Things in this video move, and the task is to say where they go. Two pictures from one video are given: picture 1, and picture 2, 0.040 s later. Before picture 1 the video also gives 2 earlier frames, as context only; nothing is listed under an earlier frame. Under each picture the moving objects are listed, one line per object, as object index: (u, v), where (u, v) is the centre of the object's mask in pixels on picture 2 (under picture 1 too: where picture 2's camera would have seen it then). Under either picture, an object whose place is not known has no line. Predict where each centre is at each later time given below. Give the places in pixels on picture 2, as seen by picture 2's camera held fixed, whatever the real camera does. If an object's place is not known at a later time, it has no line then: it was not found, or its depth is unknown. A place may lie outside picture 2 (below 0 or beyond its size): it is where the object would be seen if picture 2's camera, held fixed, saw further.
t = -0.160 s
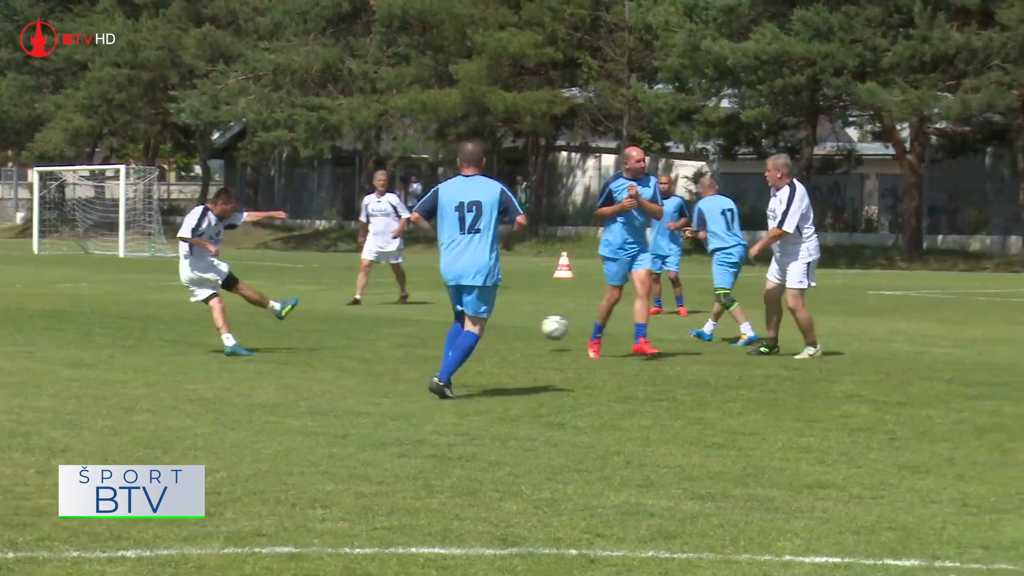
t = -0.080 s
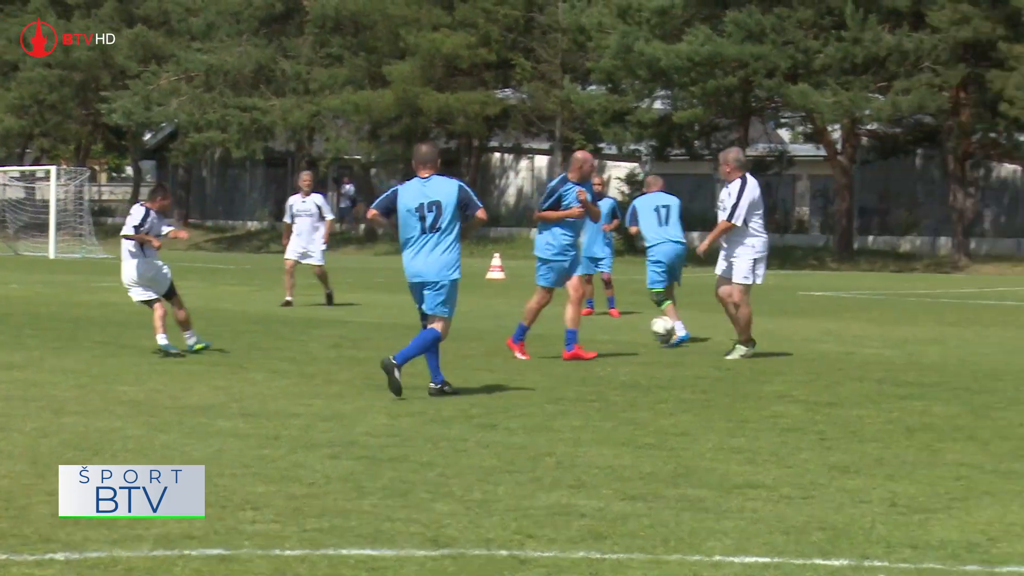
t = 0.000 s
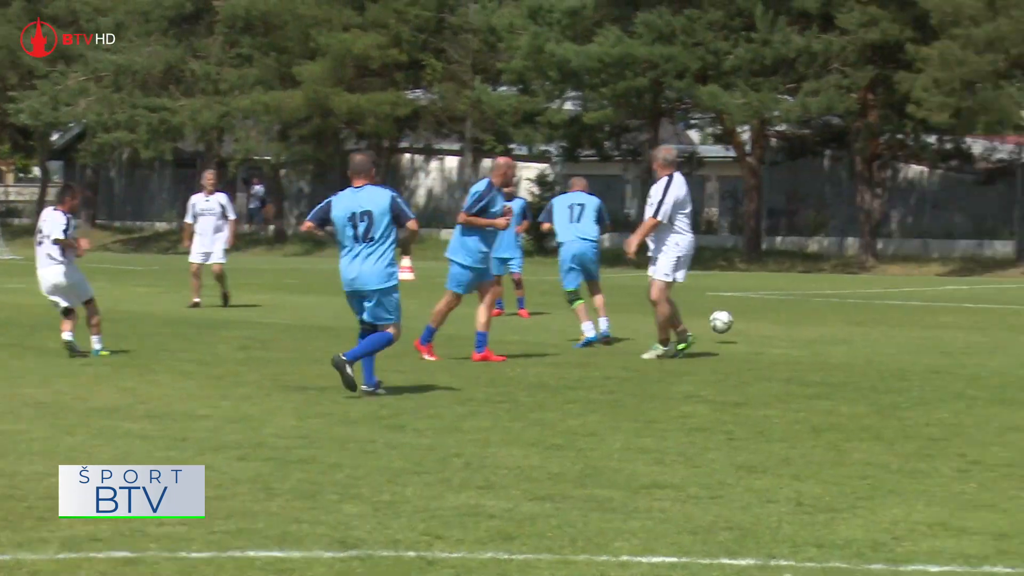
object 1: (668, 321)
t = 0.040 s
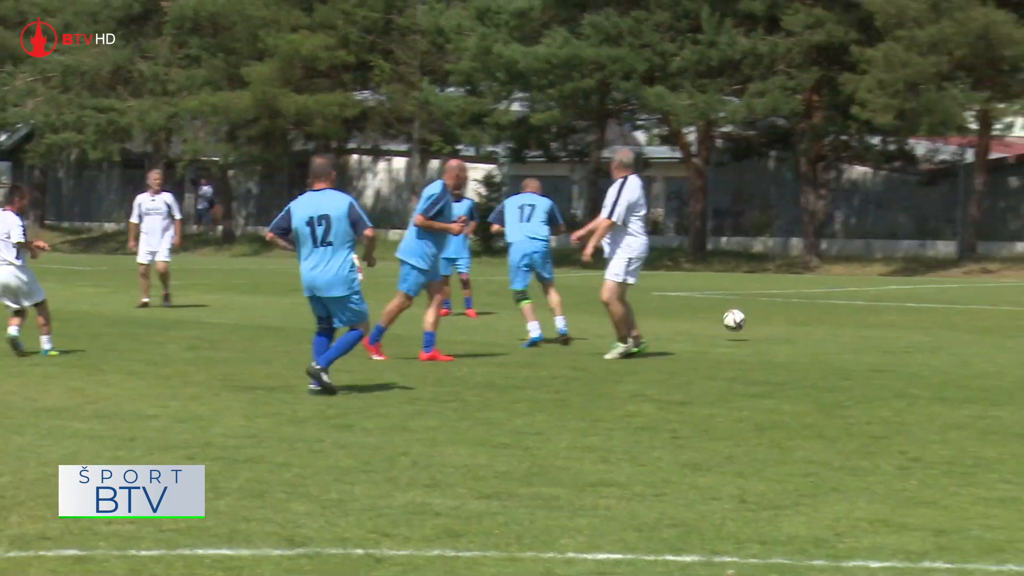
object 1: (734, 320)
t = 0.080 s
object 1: (795, 322)
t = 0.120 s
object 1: (855, 324)
